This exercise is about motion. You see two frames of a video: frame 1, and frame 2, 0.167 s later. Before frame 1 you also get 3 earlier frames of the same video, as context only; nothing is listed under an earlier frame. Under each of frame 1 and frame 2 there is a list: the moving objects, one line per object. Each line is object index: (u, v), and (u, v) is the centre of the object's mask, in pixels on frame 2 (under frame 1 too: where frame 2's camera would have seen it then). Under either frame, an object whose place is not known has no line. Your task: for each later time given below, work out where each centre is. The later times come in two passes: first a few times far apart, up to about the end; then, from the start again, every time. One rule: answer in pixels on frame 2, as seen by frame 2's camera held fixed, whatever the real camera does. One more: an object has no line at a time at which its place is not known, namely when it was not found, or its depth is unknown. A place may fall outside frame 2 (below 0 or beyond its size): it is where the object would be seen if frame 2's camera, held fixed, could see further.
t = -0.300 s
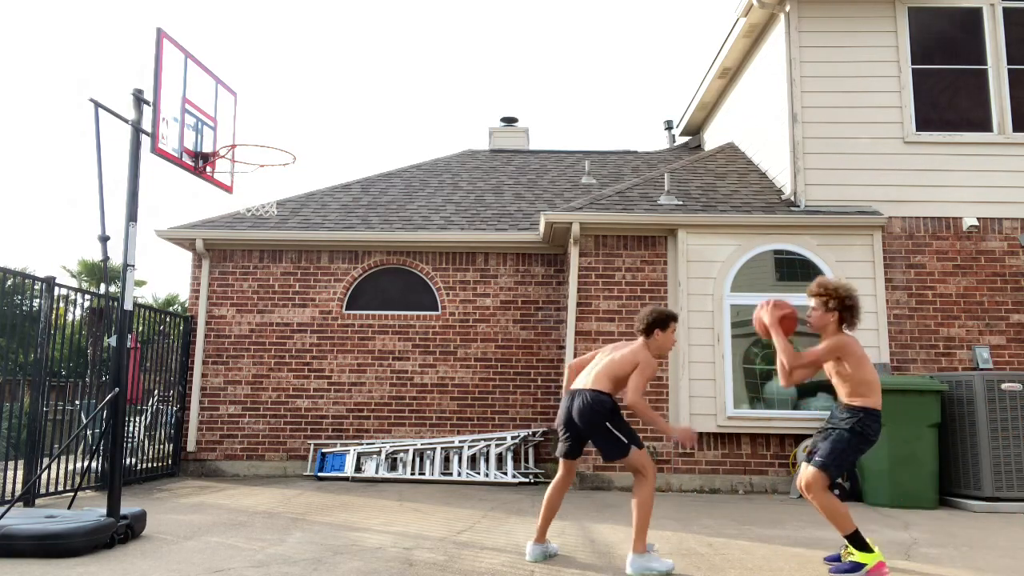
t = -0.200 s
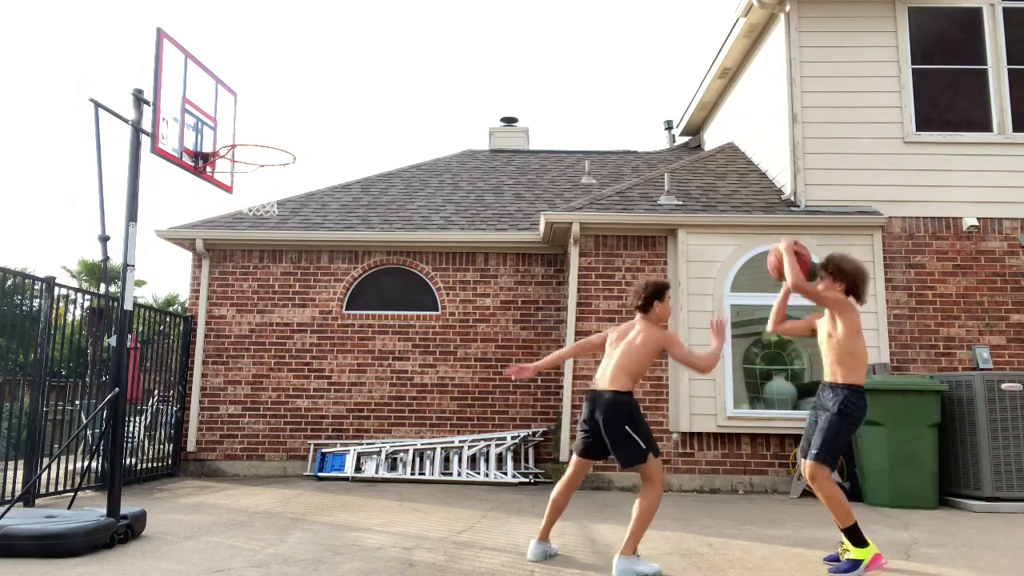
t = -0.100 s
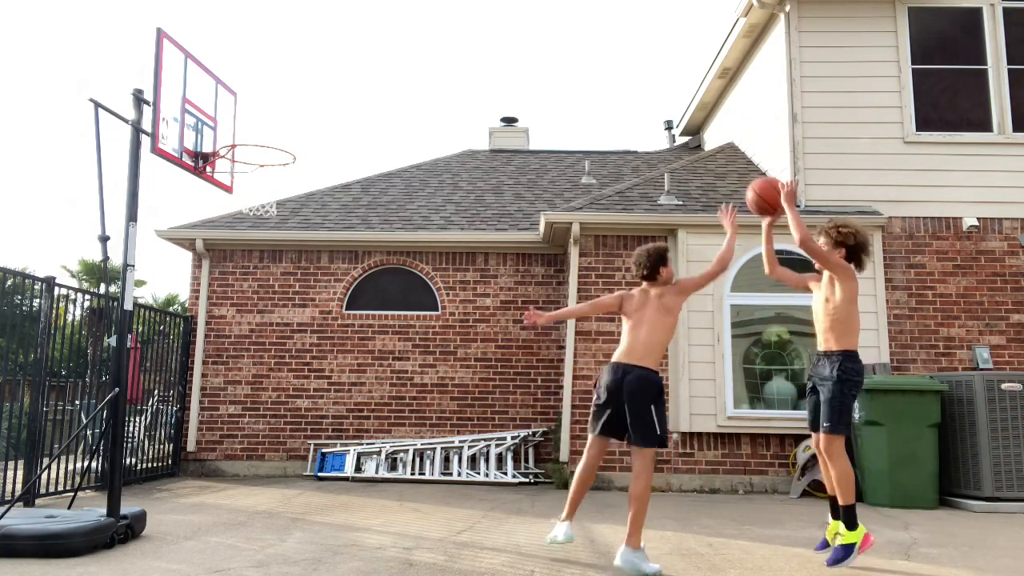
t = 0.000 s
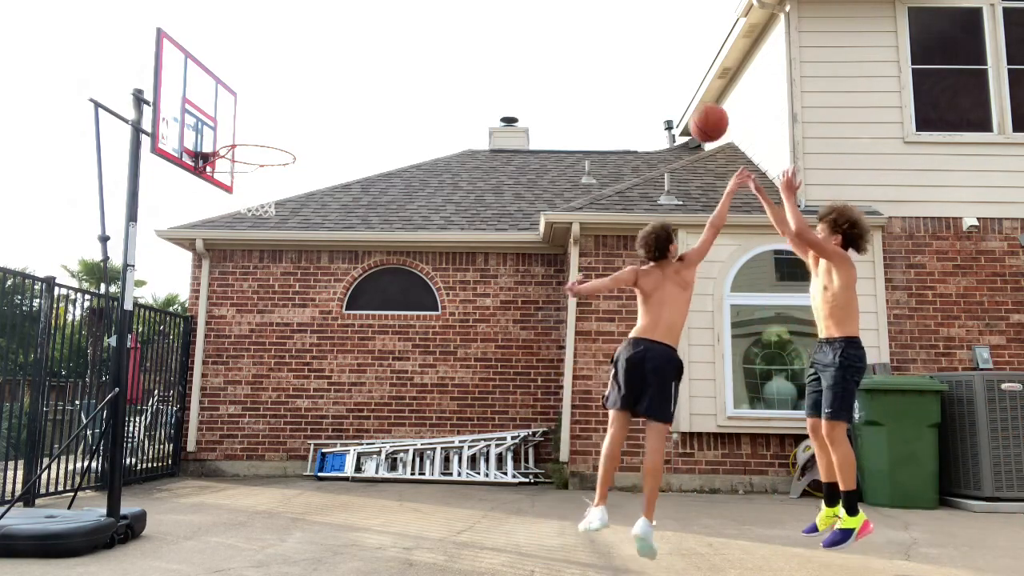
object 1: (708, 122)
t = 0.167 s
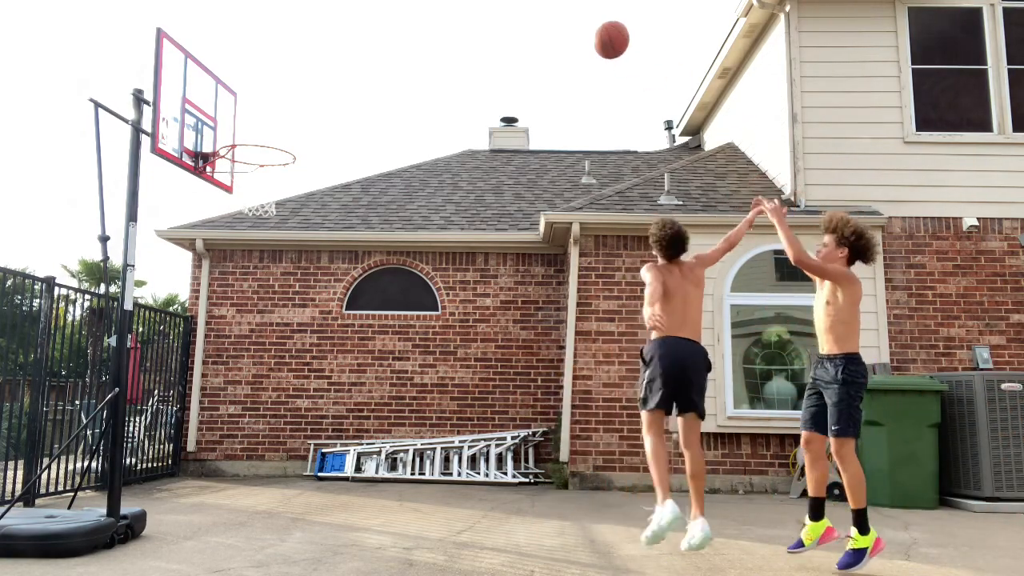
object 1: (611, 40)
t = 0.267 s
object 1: (556, 14)
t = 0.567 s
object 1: (397, 14)
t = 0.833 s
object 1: (259, 114)
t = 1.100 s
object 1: (324, 124)
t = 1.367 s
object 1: (402, 153)
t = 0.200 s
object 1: (593, 28)
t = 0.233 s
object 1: (574, 19)
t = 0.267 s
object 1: (556, 14)
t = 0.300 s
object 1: (538, 11)
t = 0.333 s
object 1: (520, 8)
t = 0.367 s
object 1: (502, 7)
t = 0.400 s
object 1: (484, 6)
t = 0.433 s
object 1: (466, 7)
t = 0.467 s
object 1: (449, 7)
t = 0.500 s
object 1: (432, 9)
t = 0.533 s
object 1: (415, 11)
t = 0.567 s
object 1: (397, 14)
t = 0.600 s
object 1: (380, 19)
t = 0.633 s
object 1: (363, 28)
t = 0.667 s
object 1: (346, 39)
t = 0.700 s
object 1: (328, 51)
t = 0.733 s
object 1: (311, 65)
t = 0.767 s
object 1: (294, 79)
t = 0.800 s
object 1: (276, 96)
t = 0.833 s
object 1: (259, 114)
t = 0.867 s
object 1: (241, 133)
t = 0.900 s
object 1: (239, 144)
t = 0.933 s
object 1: (260, 143)
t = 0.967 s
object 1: (281, 144)
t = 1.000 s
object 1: (293, 138)
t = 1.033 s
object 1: (303, 131)
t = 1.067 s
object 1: (314, 127)
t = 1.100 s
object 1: (324, 124)
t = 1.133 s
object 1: (334, 122)
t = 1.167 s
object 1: (344, 122)
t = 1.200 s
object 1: (354, 123)
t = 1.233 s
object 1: (364, 126)
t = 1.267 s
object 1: (374, 131)
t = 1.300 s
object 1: (383, 136)
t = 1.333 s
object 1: (392, 144)
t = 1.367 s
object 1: (402, 153)
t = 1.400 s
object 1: (411, 163)
